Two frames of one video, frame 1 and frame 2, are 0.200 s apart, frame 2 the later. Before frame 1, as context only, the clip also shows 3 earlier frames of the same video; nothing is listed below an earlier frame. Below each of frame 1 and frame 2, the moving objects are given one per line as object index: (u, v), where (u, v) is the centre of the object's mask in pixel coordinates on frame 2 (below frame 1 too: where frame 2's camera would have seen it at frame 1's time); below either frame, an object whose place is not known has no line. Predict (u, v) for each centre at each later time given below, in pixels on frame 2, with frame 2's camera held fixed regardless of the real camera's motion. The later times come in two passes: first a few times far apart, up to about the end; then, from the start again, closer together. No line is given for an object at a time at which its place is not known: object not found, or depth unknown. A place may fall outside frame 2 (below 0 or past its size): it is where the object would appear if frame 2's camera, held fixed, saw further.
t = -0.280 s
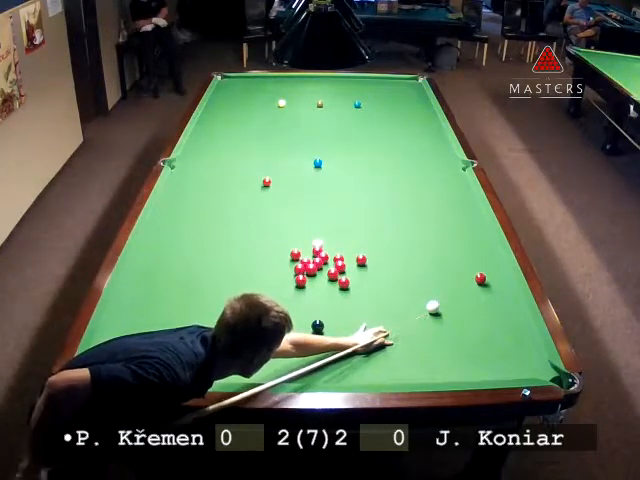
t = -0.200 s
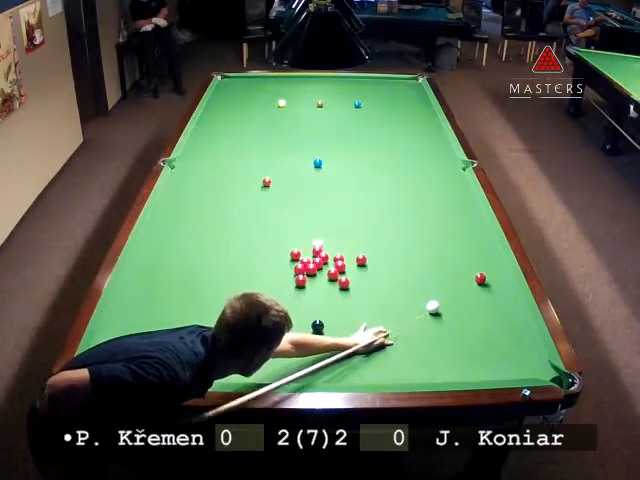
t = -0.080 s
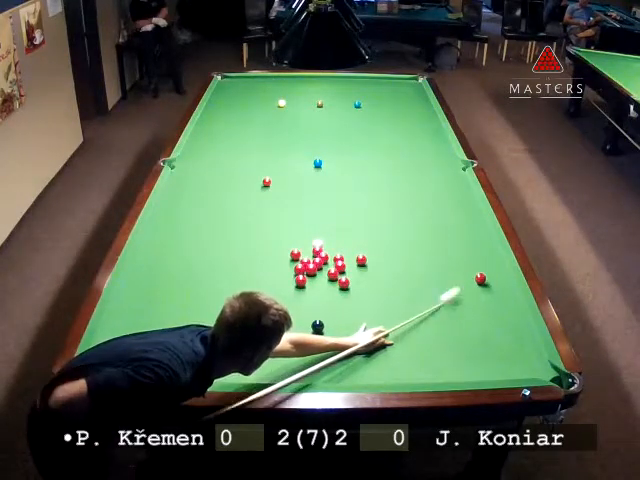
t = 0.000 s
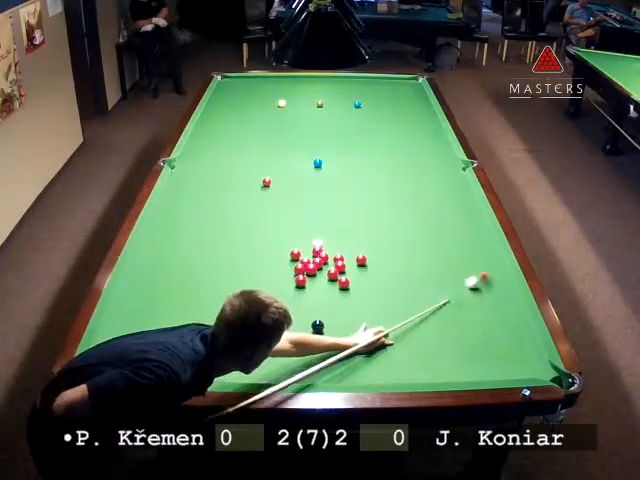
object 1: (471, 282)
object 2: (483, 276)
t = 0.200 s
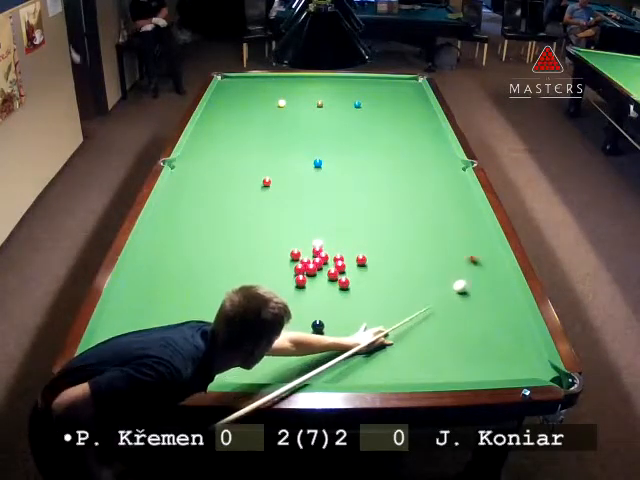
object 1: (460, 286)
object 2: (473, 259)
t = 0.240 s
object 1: (456, 287)
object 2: (463, 255)
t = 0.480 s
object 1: (440, 293)
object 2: (411, 241)
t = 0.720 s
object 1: (424, 299)
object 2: (363, 228)
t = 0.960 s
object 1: (409, 305)
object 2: (318, 214)
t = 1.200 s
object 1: (394, 310)
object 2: (278, 203)
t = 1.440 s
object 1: (381, 314)
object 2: (241, 195)
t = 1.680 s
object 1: (368, 318)
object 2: (210, 183)
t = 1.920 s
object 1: (357, 322)
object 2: (181, 175)
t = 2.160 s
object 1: (345, 325)
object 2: (190, 170)
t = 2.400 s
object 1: (337, 328)
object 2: (211, 165)
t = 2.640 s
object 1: (329, 331)
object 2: (229, 161)
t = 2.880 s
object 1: (325, 333)
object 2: (246, 157)
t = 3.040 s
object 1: (323, 334)
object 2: (257, 155)
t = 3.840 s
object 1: (321, 335)
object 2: (303, 145)
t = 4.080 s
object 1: (321, 335)
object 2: (315, 143)
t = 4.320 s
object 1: (321, 335)
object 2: (325, 141)
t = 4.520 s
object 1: (321, 335)
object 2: (333, 139)
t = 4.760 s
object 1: (321, 335)
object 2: (341, 138)
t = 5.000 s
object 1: (321, 335)
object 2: (349, 137)
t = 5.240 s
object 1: (321, 335)
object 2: (356, 135)
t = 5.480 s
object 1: (321, 335)
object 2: (362, 134)
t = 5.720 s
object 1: (321, 335)
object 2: (367, 134)
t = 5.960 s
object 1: (321, 335)
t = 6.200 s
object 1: (321, 335)
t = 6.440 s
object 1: (321, 335)
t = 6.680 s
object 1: (321, 335)
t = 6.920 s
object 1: (321, 335)
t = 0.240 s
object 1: (456, 287)
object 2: (463, 255)
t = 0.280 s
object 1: (454, 288)
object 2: (455, 253)
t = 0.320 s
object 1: (451, 289)
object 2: (444, 250)
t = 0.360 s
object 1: (449, 290)
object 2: (437, 248)
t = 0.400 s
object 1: (446, 291)
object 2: (428, 245)
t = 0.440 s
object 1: (443, 292)
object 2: (420, 243)
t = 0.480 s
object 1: (440, 293)
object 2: (411, 241)
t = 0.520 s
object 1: (438, 294)
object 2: (403, 239)
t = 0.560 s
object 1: (435, 295)
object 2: (395, 236)
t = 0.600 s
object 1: (432, 296)
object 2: (387, 234)
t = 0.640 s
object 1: (429, 297)
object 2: (379, 231)
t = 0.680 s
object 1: (427, 298)
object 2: (371, 229)
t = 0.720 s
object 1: (424, 299)
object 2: (363, 228)
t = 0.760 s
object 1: (422, 300)
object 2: (355, 226)
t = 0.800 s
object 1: (419, 301)
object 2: (348, 222)
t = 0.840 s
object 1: (417, 302)
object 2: (340, 221)
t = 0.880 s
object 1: (414, 303)
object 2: (333, 219)
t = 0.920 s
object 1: (411, 304)
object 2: (326, 217)
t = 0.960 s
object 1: (409, 305)
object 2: (318, 214)
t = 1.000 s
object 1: (406, 306)
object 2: (311, 213)
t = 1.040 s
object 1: (404, 307)
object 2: (304, 211)
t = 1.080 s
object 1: (402, 307)
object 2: (298, 209)
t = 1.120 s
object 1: (399, 308)
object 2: (291, 207)
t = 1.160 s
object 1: (397, 309)
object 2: (284, 205)
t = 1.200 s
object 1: (394, 310)
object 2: (278, 203)
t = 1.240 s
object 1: (392, 311)
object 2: (272, 202)
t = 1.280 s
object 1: (390, 311)
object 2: (265, 200)
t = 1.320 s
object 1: (388, 312)
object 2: (259, 198)
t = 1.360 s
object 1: (385, 313)
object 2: (253, 197)
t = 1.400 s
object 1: (383, 314)
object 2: (247, 195)
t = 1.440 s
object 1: (381, 314)
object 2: (241, 195)
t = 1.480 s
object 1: (378, 315)
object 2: (235, 192)
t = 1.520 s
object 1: (377, 316)
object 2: (231, 189)
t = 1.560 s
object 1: (374, 316)
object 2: (225, 188)
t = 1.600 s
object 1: (372, 317)
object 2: (219, 187)
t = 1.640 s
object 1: (370, 318)
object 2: (214, 185)
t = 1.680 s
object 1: (368, 318)
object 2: (210, 183)
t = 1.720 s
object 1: (365, 319)
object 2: (204, 182)
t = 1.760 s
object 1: (364, 319)
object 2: (200, 181)
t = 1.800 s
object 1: (362, 320)
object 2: (194, 180)
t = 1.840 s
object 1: (360, 321)
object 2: (189, 178)
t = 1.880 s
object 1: (358, 321)
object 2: (184, 177)
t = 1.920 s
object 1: (357, 322)
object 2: (181, 175)
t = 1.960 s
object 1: (355, 323)
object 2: (177, 173)
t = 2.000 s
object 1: (353, 323)
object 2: (177, 172)
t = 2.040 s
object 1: (352, 323)
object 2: (180, 172)
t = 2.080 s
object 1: (349, 324)
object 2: (183, 171)
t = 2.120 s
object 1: (347, 325)
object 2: (187, 170)
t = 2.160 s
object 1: (345, 325)
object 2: (190, 170)
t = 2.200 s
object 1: (344, 326)
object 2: (194, 169)
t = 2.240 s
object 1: (342, 326)
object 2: (197, 168)
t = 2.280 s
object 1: (341, 326)
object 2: (201, 167)
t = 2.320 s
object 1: (339, 327)
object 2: (204, 166)
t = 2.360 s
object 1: (338, 327)
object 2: (207, 165)
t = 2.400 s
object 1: (337, 328)
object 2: (211, 165)
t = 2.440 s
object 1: (335, 328)
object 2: (214, 164)
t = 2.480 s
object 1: (334, 329)
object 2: (217, 164)
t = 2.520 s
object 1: (333, 329)
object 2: (220, 163)
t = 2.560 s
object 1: (331, 329)
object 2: (223, 163)
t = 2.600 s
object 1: (330, 330)
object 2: (226, 162)
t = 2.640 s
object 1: (329, 331)
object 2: (229, 161)
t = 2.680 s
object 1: (328, 331)
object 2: (232, 160)
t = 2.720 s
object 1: (327, 331)
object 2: (235, 160)
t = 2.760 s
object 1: (327, 332)
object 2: (238, 159)
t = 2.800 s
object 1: (326, 332)
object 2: (241, 159)
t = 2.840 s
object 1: (325, 333)
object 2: (244, 158)
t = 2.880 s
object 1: (325, 333)
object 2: (246, 157)
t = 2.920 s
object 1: (324, 334)
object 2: (249, 157)
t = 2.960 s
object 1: (324, 334)
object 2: (252, 156)
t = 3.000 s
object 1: (324, 334)
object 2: (255, 155)
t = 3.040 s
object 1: (323, 334)
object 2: (257, 155)
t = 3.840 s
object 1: (321, 335)
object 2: (303, 145)
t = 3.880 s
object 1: (321, 335)
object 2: (305, 145)
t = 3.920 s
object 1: (321, 335)
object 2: (307, 144)
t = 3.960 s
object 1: (321, 335)
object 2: (309, 144)
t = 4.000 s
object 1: (321, 335)
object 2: (311, 143)
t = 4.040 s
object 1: (321, 335)
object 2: (313, 143)
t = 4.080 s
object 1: (321, 335)
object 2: (315, 143)
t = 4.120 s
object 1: (321, 335)
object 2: (316, 142)
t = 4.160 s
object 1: (321, 335)
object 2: (318, 142)
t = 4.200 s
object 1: (321, 335)
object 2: (320, 142)
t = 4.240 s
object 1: (321, 335)
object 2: (322, 141)
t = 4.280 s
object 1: (321, 335)
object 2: (323, 141)
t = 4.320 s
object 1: (321, 335)
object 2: (325, 141)
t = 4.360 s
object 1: (321, 335)
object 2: (327, 140)
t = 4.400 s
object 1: (321, 335)
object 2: (328, 140)
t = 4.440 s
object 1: (321, 335)
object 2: (330, 140)
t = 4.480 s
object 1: (321, 335)
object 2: (331, 140)
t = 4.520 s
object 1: (321, 335)
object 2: (333, 139)
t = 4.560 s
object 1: (321, 335)
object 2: (334, 139)
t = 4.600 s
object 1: (321, 335)
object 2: (336, 139)
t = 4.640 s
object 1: (321, 335)
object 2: (337, 139)
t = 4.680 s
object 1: (321, 335)
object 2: (339, 139)
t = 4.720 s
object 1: (321, 335)
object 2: (340, 138)
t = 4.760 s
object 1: (321, 335)
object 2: (341, 138)
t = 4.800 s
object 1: (321, 335)
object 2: (343, 138)
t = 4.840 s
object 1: (321, 335)
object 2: (344, 138)
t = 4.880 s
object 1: (321, 335)
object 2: (345, 137)
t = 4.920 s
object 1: (321, 335)
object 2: (346, 137)
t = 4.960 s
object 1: (321, 335)
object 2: (348, 137)
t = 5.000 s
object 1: (321, 335)
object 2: (349, 137)
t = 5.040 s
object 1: (321, 335)
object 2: (350, 136)
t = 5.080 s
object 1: (321, 335)
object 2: (352, 136)
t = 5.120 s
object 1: (321, 335)
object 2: (353, 136)
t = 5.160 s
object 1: (321, 335)
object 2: (354, 136)
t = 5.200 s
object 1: (321, 335)
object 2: (355, 136)
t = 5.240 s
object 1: (321, 335)
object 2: (356, 135)
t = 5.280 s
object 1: (321, 335)
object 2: (357, 135)
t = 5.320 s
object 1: (321, 335)
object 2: (358, 135)
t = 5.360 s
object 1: (321, 335)
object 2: (359, 135)
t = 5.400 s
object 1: (321, 335)
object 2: (360, 134)
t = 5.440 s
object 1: (321, 335)
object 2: (361, 134)
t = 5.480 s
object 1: (321, 335)
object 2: (362, 134)
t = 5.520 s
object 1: (321, 335)
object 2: (362, 134)
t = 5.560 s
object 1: (321, 335)
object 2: (363, 134)
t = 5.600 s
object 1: (321, 335)
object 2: (364, 134)
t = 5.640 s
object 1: (321, 335)
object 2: (365, 134)
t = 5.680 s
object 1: (321, 335)
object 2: (366, 134)
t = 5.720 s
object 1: (321, 335)
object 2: (367, 134)
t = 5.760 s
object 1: (321, 335)
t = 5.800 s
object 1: (321, 335)
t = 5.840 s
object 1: (321, 335)
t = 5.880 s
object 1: (321, 335)
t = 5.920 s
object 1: (321, 335)
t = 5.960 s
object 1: (321, 335)
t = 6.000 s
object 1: (321, 335)
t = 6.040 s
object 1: (321, 335)
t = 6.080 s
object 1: (321, 335)
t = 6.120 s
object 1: (321, 335)
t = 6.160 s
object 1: (321, 335)
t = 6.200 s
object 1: (321, 335)
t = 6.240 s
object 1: (321, 335)
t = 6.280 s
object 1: (321, 335)
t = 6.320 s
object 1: (321, 335)
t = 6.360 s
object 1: (321, 335)
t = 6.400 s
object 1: (321, 335)
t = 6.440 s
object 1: (321, 335)
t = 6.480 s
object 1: (321, 335)
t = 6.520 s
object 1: (321, 335)
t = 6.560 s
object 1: (321, 335)
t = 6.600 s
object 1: (321, 335)
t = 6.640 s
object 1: (321, 335)
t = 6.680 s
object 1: (321, 335)
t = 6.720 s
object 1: (321, 335)
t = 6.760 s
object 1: (321, 335)
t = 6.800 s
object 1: (321, 335)
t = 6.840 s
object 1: (321, 335)
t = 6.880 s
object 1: (321, 335)
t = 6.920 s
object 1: (321, 335)
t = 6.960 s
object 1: (321, 335)
